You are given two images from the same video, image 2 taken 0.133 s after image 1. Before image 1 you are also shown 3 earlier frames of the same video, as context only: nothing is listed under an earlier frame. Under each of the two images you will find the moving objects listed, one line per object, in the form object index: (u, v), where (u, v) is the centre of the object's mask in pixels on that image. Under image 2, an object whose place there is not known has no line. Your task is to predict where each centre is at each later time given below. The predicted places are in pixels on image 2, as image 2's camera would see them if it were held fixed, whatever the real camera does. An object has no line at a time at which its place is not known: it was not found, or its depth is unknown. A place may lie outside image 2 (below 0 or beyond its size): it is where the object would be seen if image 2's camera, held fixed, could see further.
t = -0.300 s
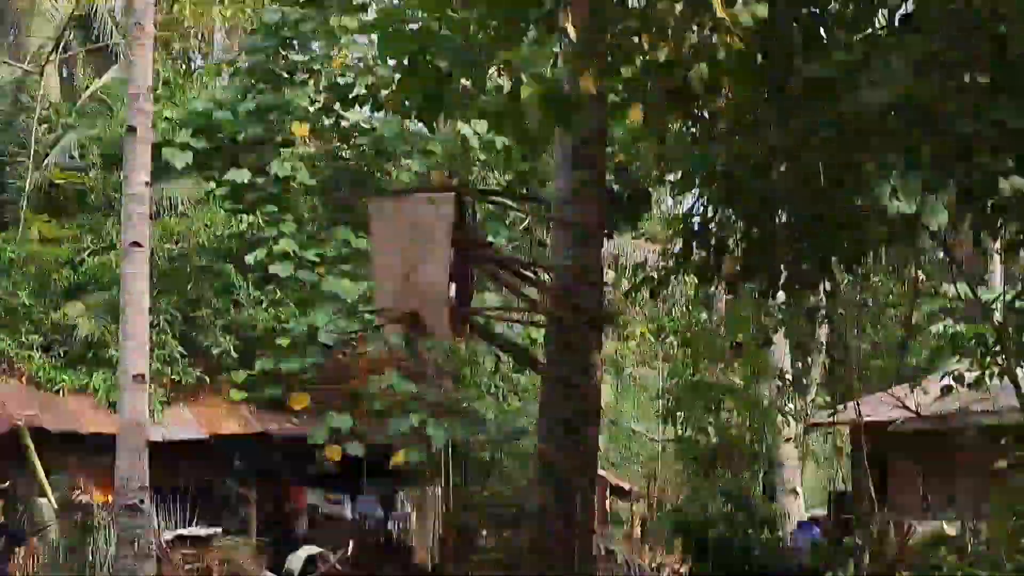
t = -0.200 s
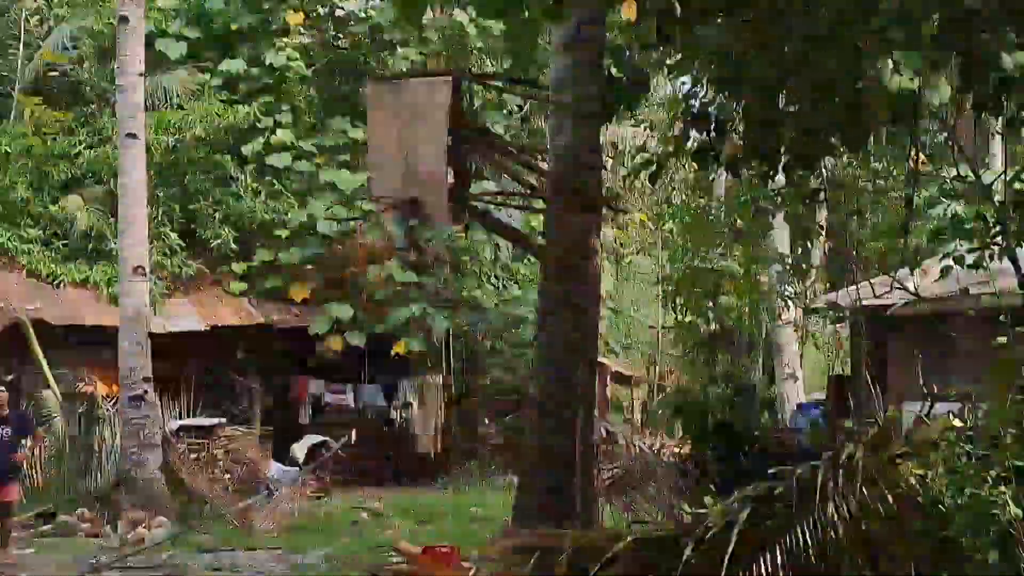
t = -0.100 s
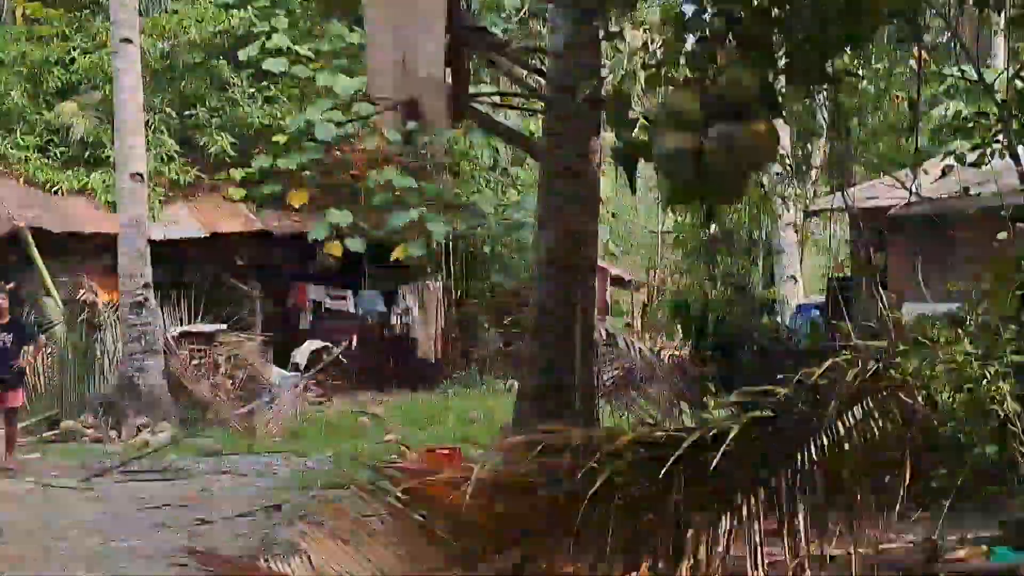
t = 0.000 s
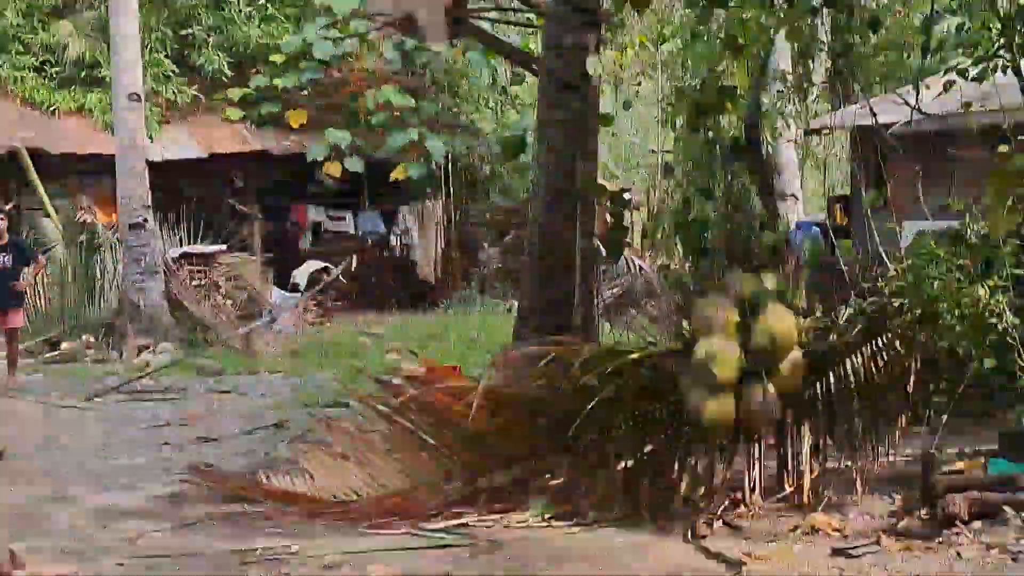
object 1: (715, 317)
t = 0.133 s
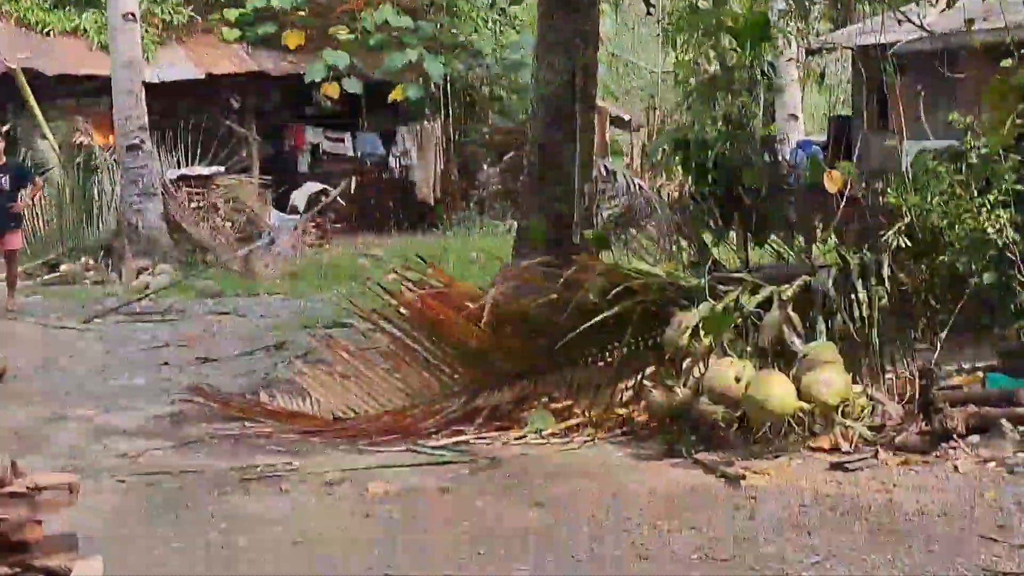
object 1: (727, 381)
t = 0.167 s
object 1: (730, 381)
